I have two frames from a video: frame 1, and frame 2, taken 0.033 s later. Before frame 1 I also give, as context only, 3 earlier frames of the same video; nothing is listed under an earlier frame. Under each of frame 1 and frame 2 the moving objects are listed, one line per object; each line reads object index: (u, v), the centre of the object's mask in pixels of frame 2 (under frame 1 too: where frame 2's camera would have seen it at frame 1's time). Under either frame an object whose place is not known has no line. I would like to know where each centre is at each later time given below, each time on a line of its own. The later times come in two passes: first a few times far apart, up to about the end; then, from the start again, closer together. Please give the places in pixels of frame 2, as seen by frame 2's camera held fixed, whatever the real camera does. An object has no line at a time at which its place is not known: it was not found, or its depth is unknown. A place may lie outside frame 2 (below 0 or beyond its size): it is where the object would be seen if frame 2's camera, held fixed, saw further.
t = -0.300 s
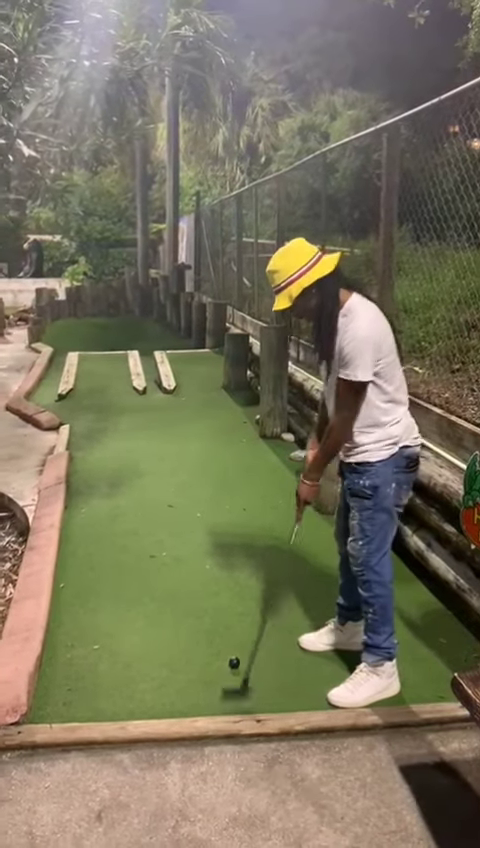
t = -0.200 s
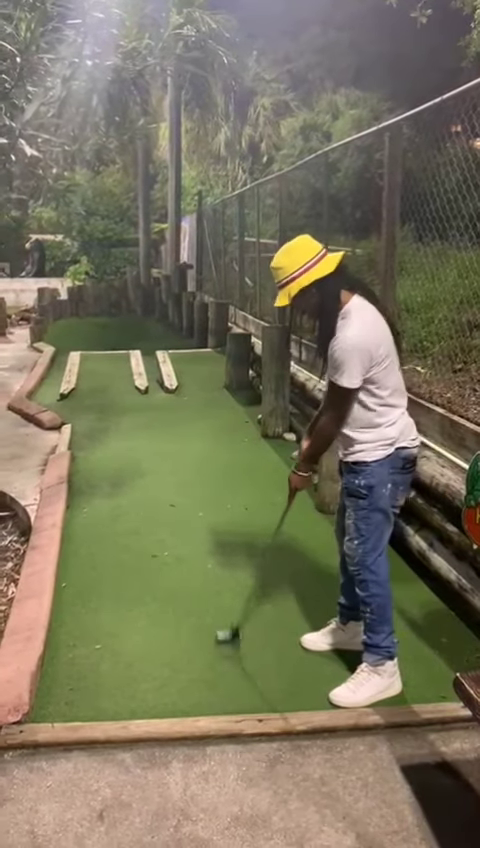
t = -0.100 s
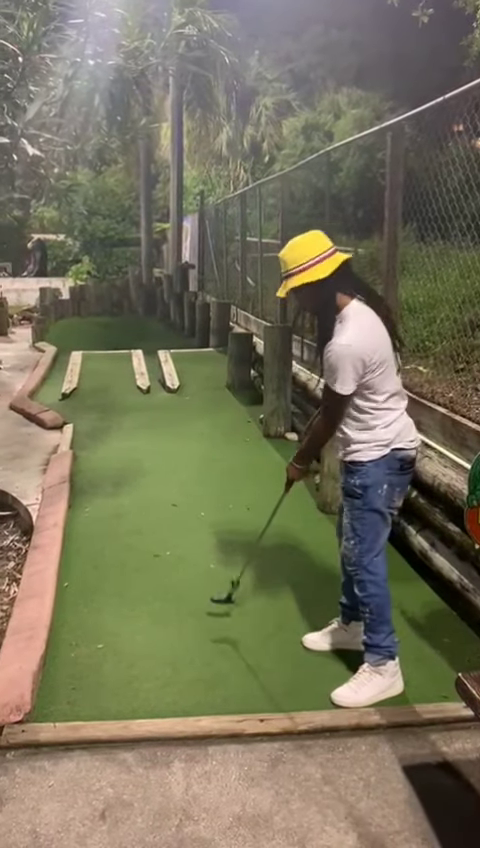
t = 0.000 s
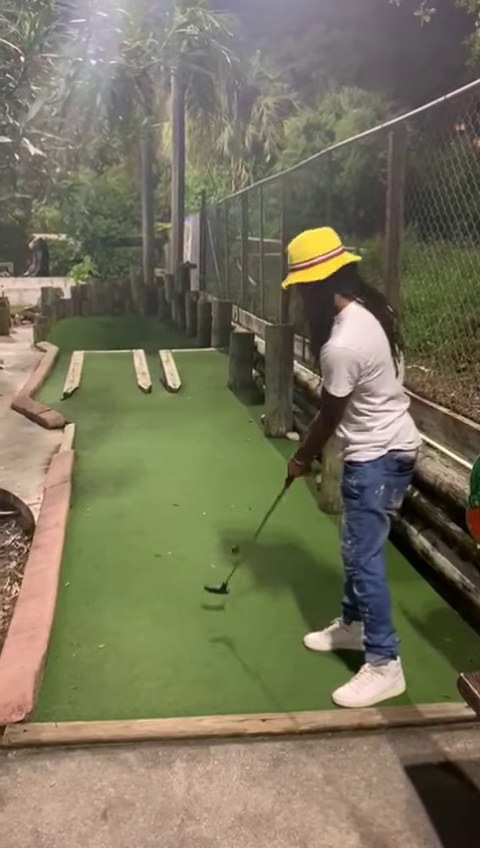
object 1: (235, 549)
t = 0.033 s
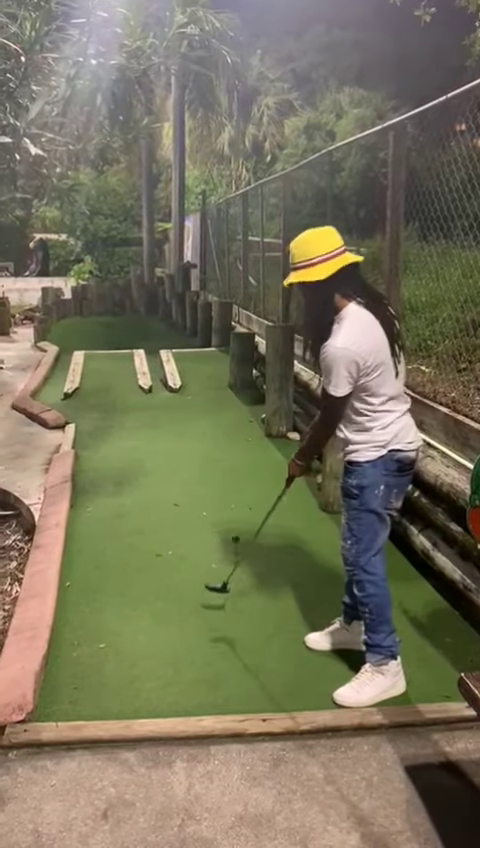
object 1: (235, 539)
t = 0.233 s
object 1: (231, 497)
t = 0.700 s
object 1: (225, 441)
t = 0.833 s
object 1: (223, 428)
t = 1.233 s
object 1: (218, 398)
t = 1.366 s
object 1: (216, 388)
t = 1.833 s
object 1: (210, 364)
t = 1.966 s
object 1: (208, 358)
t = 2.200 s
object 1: (206, 350)
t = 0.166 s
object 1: (232, 511)
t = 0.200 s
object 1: (231, 504)
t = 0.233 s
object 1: (231, 497)
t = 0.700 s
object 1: (225, 441)
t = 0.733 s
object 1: (225, 436)
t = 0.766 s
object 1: (224, 434)
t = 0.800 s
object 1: (224, 432)
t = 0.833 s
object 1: (223, 428)
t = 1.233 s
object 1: (218, 398)
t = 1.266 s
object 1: (217, 395)
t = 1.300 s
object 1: (217, 393)
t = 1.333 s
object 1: (217, 390)
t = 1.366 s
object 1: (216, 388)
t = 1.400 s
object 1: (216, 386)
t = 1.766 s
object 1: (212, 367)
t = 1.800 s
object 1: (210, 366)
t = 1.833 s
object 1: (210, 364)
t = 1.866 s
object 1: (209, 363)
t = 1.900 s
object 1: (209, 361)
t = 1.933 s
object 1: (208, 360)
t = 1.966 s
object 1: (208, 358)
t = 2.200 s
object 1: (206, 350)
